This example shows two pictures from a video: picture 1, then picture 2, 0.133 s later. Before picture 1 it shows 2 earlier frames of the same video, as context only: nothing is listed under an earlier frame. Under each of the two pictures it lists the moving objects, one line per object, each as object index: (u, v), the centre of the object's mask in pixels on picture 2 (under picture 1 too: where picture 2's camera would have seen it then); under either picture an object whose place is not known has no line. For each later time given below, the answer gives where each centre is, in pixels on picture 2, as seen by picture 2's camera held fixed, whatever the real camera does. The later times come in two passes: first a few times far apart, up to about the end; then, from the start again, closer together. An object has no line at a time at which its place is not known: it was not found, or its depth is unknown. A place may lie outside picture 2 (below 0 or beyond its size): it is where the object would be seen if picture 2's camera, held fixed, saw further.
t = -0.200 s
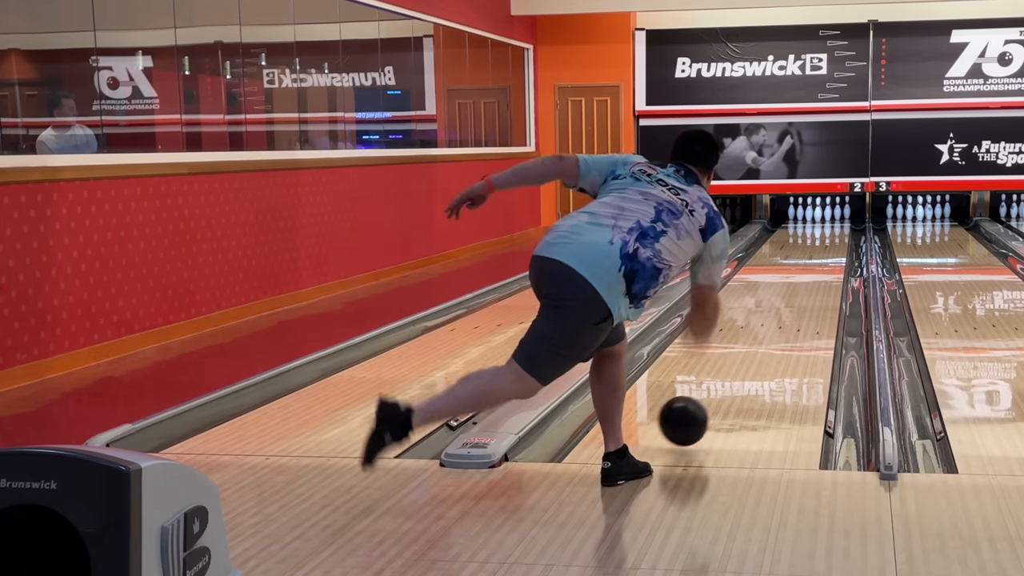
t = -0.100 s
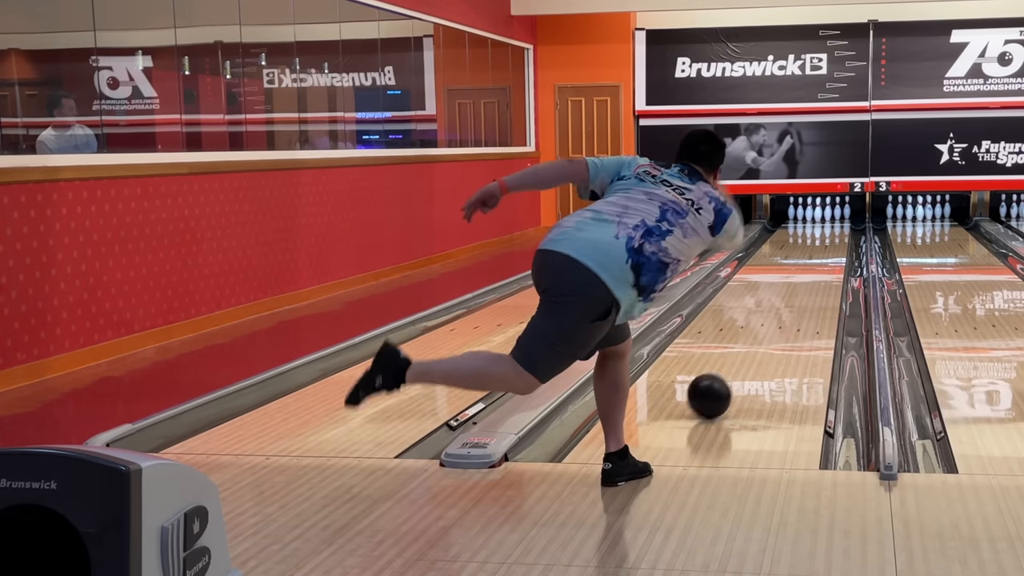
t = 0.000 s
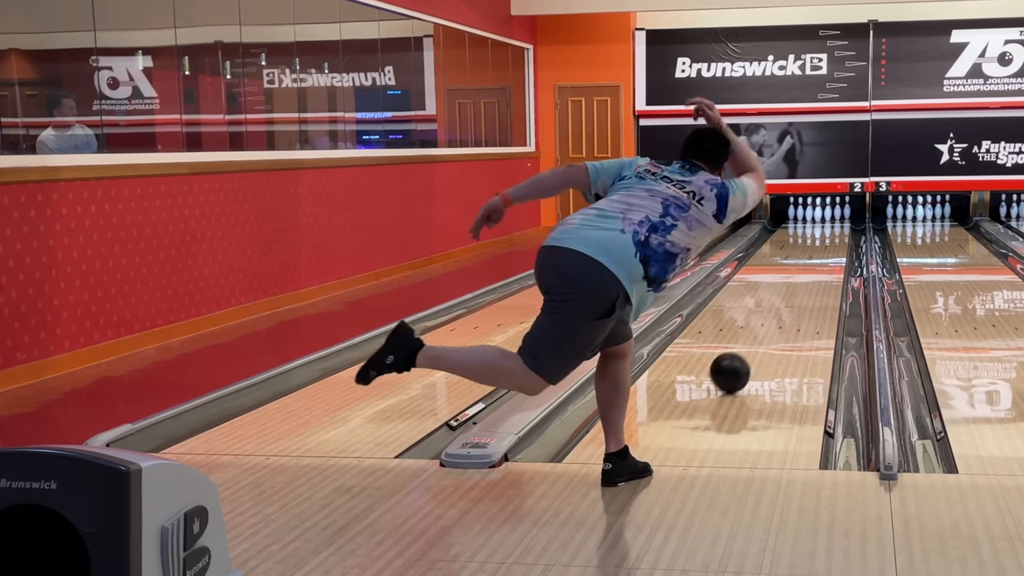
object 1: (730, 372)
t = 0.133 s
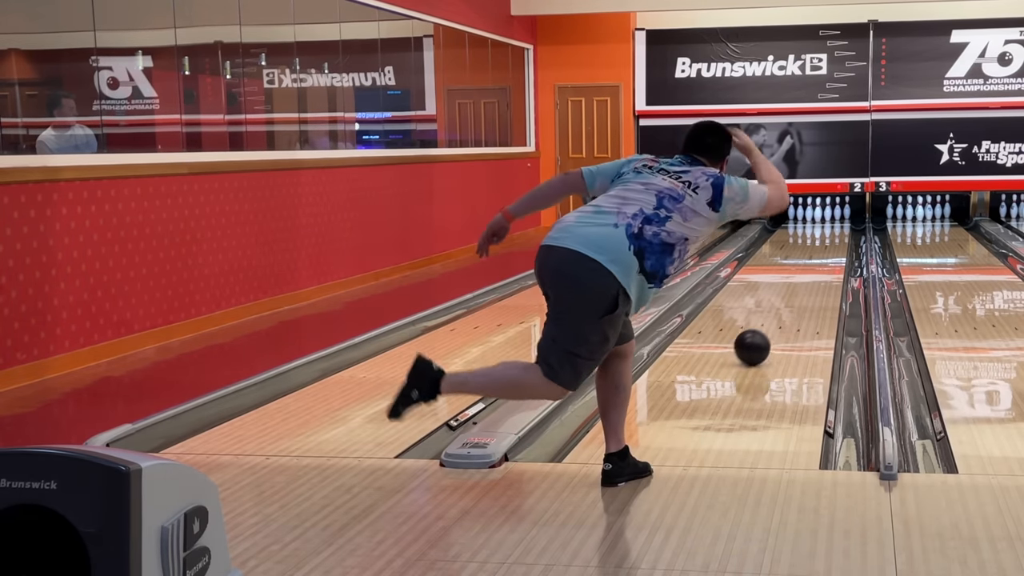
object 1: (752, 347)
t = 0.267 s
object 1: (769, 326)
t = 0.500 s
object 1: (792, 299)
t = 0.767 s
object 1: (811, 276)
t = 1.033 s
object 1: (824, 259)
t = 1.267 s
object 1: (832, 247)
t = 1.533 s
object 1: (837, 236)
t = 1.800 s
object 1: (837, 228)
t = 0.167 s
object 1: (757, 341)
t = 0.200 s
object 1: (761, 336)
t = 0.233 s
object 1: (765, 331)
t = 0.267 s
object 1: (769, 326)
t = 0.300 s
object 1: (773, 322)
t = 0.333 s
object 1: (777, 318)
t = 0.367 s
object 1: (780, 314)
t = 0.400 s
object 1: (784, 310)
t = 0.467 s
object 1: (789, 303)
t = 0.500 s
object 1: (792, 299)
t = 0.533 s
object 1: (795, 296)
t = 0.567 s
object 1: (797, 293)
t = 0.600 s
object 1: (800, 290)
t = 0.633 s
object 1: (802, 287)
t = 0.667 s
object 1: (805, 284)
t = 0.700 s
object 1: (807, 281)
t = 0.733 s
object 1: (809, 279)
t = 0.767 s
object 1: (811, 276)
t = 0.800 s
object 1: (812, 274)
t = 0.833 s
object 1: (814, 271)
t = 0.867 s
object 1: (816, 269)
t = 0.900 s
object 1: (818, 267)
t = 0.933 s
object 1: (819, 265)
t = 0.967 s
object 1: (820, 263)
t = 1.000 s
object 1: (822, 261)
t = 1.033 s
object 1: (824, 259)
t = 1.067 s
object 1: (825, 257)
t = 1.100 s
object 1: (826, 255)
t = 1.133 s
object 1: (827, 254)
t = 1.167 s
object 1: (829, 252)
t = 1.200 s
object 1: (830, 250)
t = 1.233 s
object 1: (831, 249)
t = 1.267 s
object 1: (832, 247)
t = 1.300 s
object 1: (833, 246)
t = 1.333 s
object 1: (834, 244)
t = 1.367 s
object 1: (834, 243)
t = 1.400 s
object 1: (835, 242)
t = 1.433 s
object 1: (836, 240)
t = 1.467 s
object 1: (837, 239)
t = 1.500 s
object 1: (837, 238)
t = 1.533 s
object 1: (837, 236)
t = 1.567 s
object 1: (838, 235)
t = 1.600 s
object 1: (838, 234)
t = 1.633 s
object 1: (838, 233)
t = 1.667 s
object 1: (838, 232)
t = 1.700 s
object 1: (838, 231)
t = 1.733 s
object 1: (838, 230)
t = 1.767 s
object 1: (838, 230)
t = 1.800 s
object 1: (837, 228)
